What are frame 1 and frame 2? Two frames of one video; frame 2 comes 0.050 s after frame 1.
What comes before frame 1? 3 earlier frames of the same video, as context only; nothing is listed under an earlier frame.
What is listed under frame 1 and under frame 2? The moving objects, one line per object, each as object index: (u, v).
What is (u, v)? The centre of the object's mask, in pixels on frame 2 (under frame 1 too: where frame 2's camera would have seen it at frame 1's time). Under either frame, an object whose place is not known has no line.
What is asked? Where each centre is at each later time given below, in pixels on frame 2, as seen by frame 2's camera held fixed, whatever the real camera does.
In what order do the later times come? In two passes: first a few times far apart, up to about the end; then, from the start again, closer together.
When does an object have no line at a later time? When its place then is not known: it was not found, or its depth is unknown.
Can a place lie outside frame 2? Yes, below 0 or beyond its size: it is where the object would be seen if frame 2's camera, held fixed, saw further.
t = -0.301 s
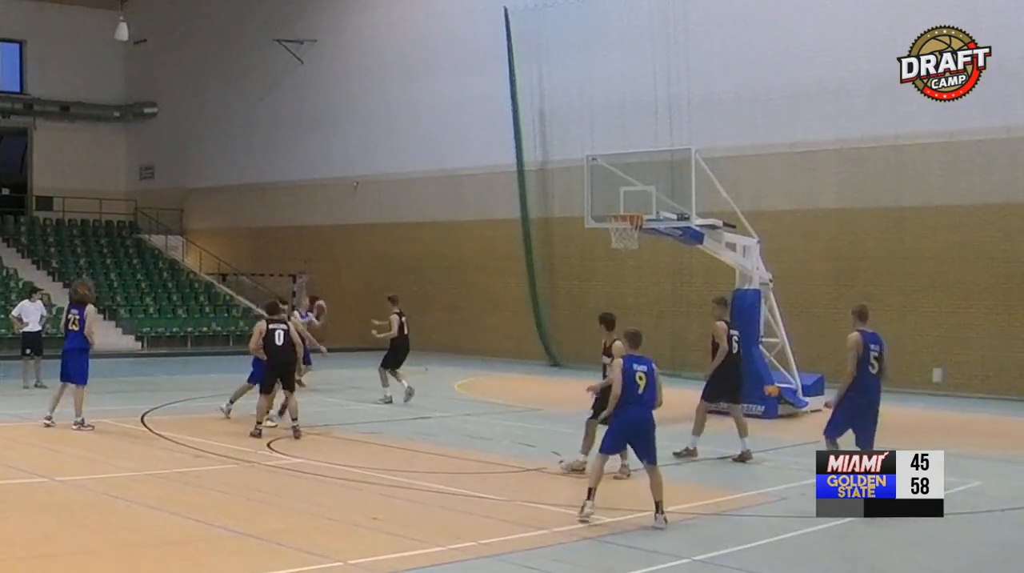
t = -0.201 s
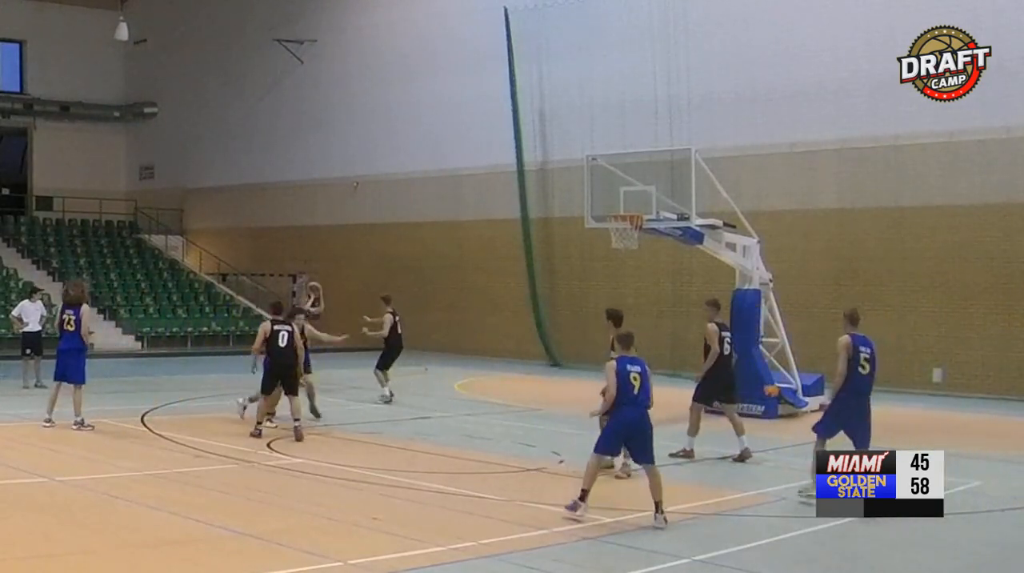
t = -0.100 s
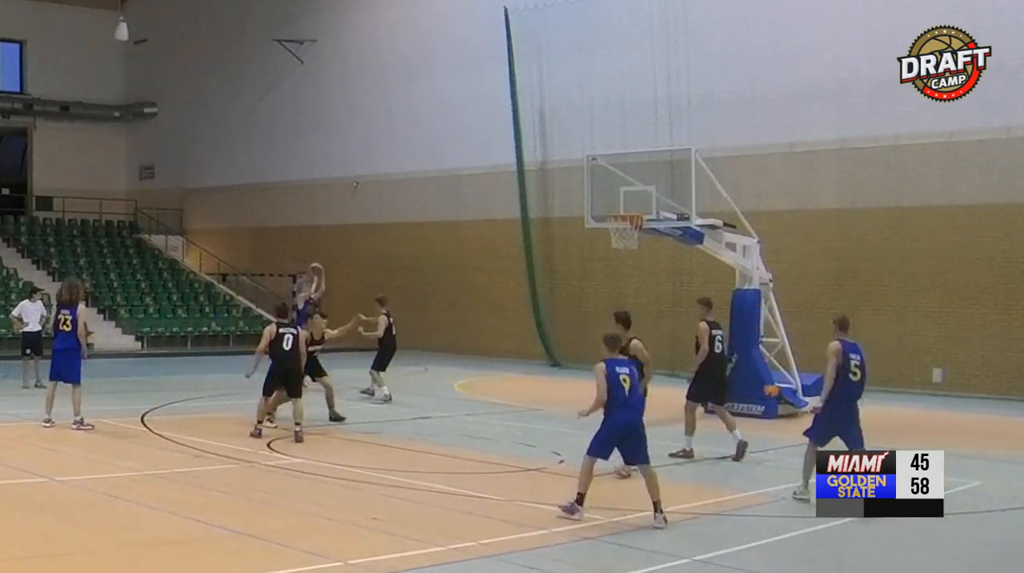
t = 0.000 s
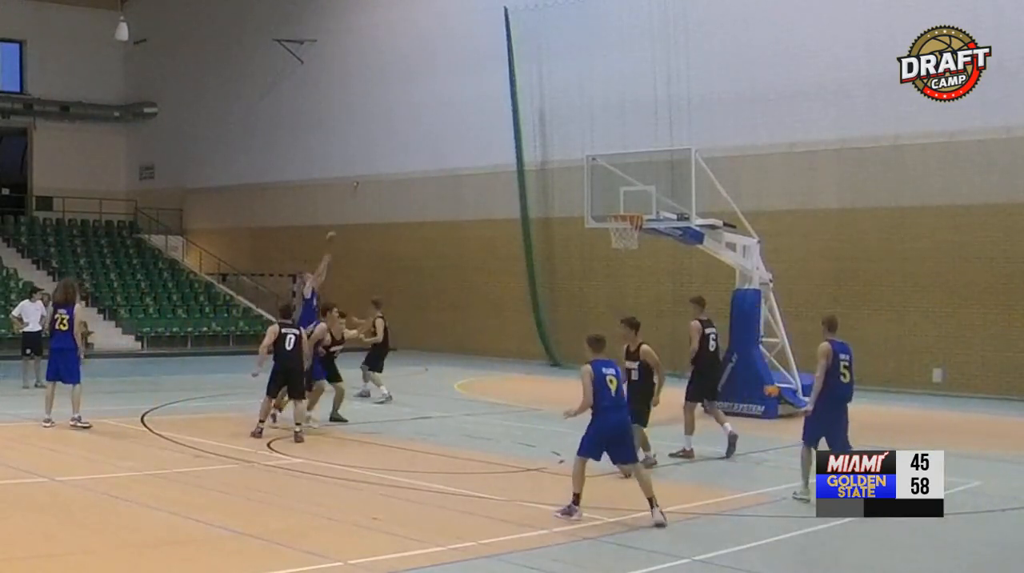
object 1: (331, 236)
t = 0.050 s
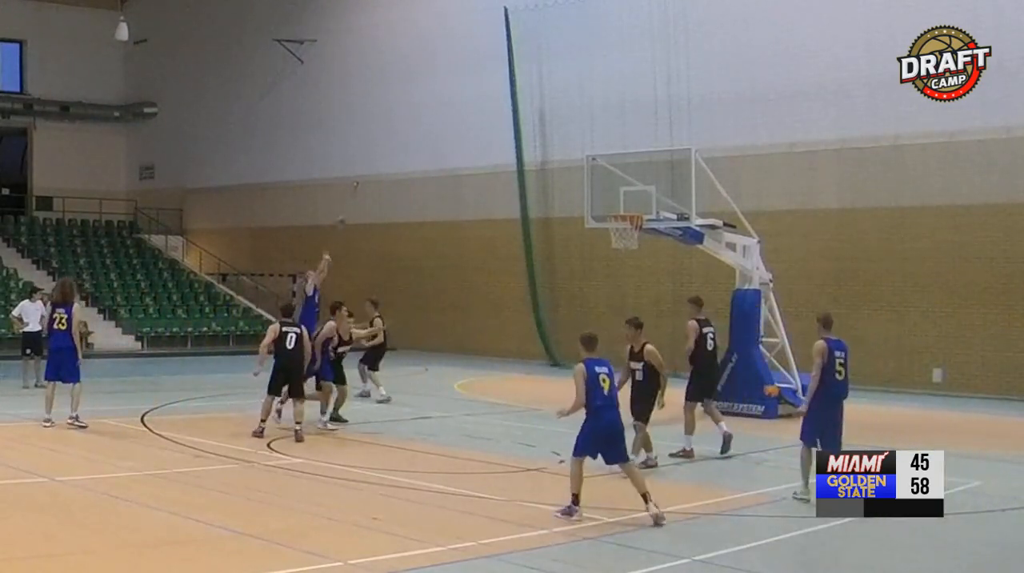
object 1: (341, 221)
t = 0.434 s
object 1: (432, 137)
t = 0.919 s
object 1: (561, 148)
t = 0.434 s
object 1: (432, 137)
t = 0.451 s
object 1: (436, 135)
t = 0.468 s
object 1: (441, 133)
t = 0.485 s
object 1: (445, 132)
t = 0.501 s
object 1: (449, 130)
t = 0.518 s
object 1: (453, 128)
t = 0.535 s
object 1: (458, 127)
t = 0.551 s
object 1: (462, 126)
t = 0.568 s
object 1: (466, 125)
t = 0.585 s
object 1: (470, 125)
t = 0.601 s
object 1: (475, 124)
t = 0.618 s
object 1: (479, 124)
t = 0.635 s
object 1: (483, 123)
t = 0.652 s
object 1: (488, 123)
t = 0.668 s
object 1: (492, 123)
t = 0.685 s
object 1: (496, 124)
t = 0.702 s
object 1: (501, 124)
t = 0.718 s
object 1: (505, 125)
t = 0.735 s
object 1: (510, 125)
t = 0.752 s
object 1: (513, 125)
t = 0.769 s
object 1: (519, 127)
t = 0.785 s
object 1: (524, 129)
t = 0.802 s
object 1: (528, 131)
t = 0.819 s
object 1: (533, 133)
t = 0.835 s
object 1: (537, 134)
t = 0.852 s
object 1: (542, 138)
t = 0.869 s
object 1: (547, 140)
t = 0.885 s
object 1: (551, 142)
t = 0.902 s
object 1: (556, 145)
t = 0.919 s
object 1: (561, 148)
